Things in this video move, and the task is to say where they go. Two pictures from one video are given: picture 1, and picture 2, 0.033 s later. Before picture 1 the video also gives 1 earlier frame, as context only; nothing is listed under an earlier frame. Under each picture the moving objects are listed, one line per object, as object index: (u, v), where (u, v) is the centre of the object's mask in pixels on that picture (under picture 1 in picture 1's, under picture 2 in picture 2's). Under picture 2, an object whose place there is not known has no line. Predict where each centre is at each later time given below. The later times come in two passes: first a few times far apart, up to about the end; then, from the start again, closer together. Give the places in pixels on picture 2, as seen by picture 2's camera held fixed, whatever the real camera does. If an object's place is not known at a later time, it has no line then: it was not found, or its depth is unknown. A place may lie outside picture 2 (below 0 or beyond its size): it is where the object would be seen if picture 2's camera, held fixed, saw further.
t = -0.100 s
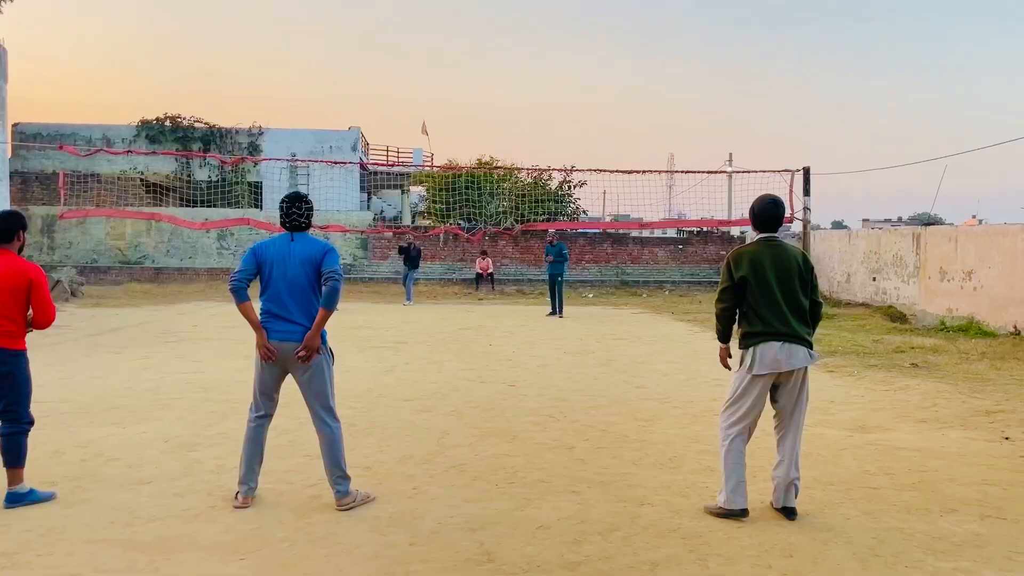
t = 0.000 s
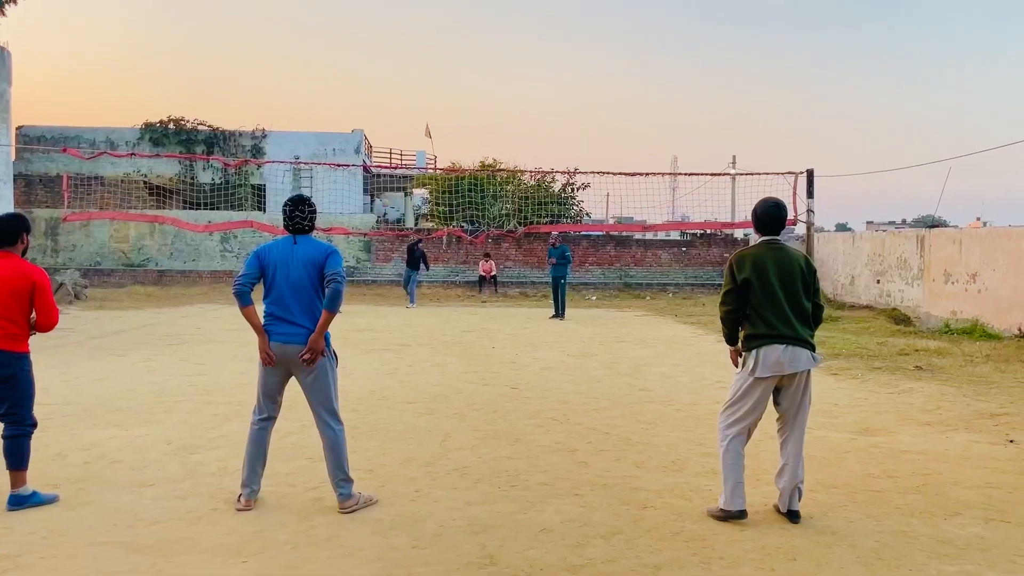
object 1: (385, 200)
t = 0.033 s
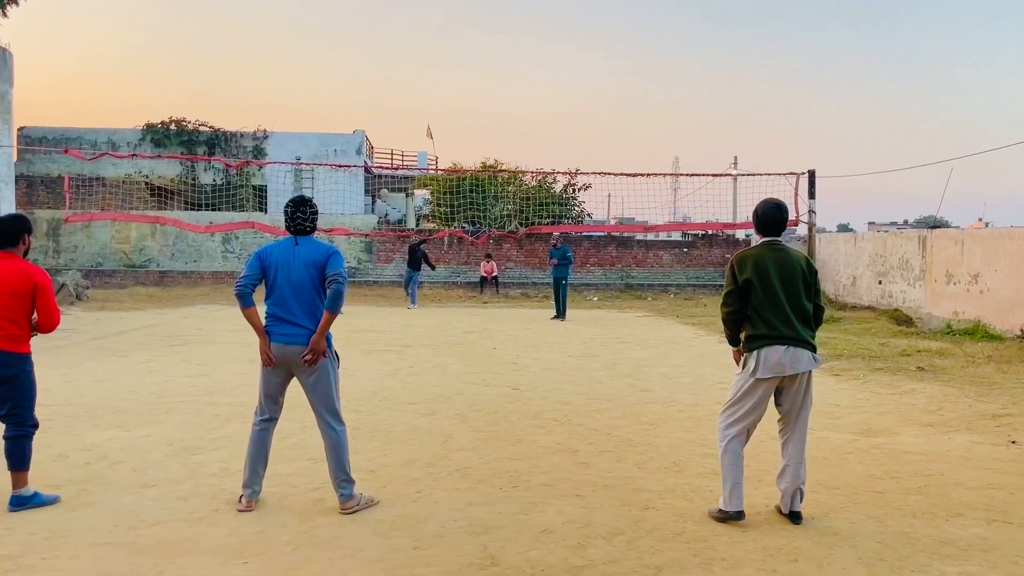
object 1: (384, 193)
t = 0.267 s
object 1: (366, 118)
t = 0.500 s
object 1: (345, 57)
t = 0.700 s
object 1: (318, 11)
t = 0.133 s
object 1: (377, 160)
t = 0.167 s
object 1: (374, 149)
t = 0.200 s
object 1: (372, 139)
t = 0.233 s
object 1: (369, 129)
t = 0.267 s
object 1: (366, 118)
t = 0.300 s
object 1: (363, 108)
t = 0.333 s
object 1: (362, 103)
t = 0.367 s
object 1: (359, 94)
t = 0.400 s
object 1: (355, 84)
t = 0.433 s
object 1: (352, 74)
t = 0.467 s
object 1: (348, 65)
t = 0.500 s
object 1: (345, 57)
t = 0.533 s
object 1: (340, 48)
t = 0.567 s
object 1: (336, 40)
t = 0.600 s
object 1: (332, 32)
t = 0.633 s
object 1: (328, 25)
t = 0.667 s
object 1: (323, 18)
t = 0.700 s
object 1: (318, 11)
